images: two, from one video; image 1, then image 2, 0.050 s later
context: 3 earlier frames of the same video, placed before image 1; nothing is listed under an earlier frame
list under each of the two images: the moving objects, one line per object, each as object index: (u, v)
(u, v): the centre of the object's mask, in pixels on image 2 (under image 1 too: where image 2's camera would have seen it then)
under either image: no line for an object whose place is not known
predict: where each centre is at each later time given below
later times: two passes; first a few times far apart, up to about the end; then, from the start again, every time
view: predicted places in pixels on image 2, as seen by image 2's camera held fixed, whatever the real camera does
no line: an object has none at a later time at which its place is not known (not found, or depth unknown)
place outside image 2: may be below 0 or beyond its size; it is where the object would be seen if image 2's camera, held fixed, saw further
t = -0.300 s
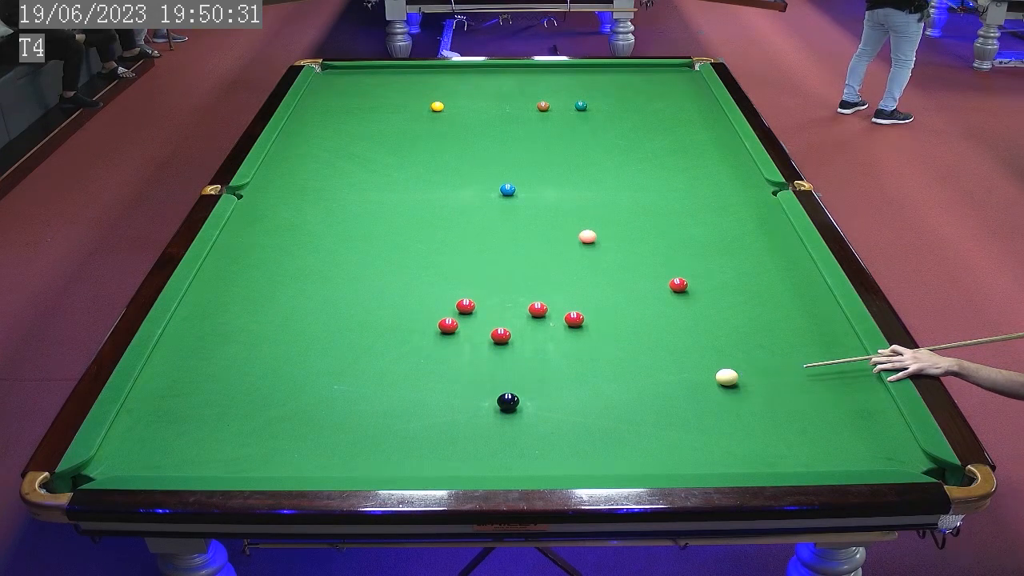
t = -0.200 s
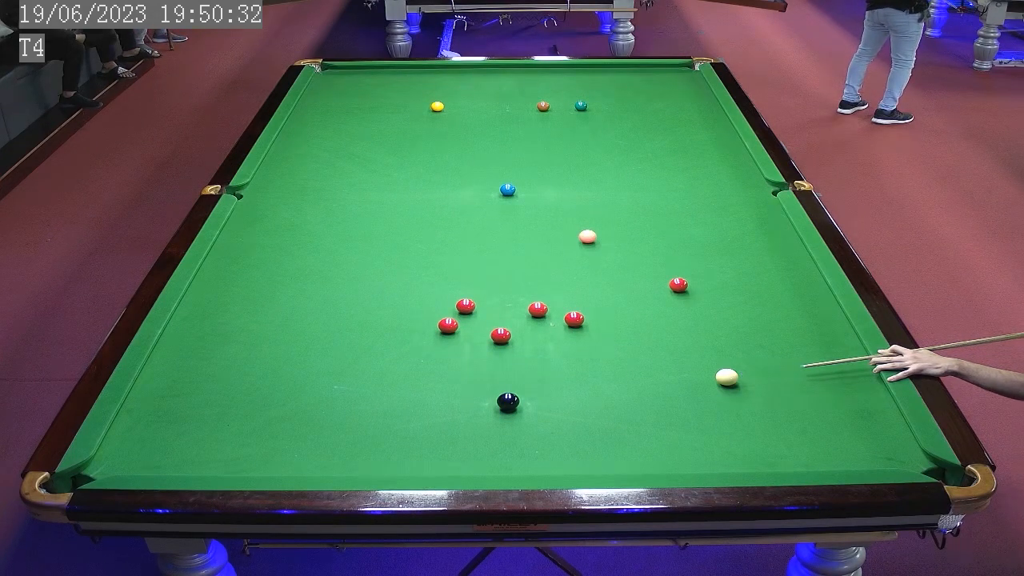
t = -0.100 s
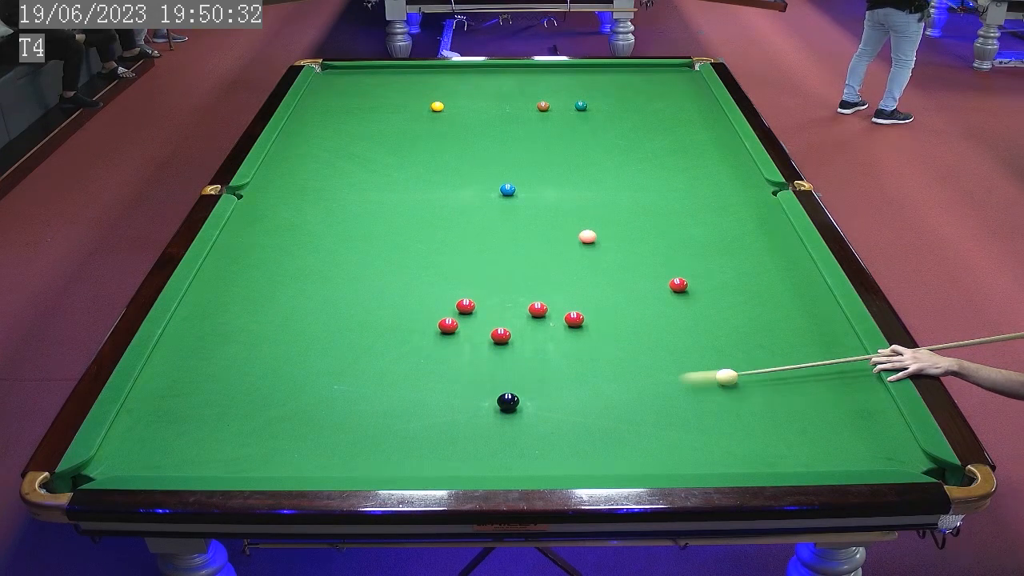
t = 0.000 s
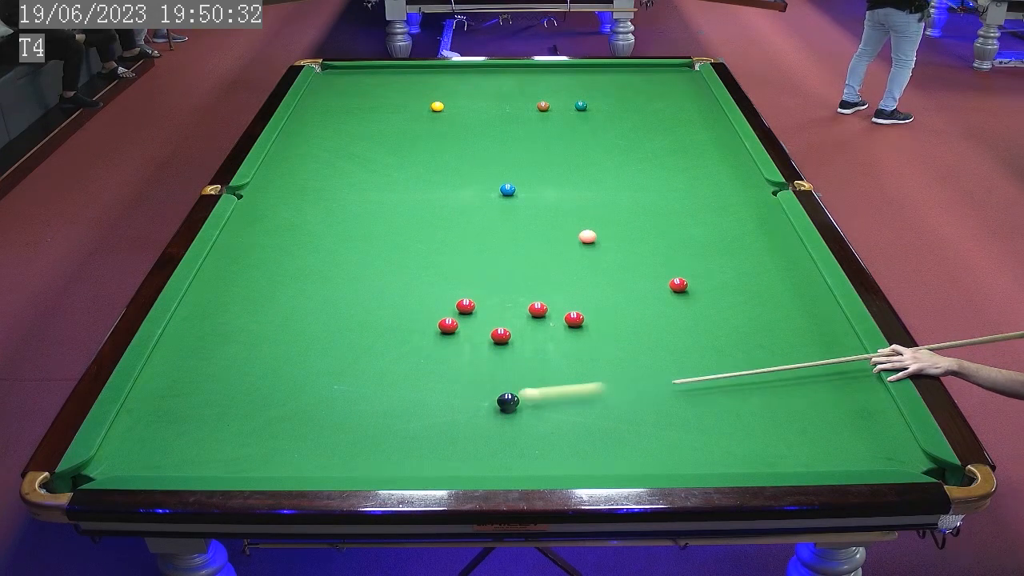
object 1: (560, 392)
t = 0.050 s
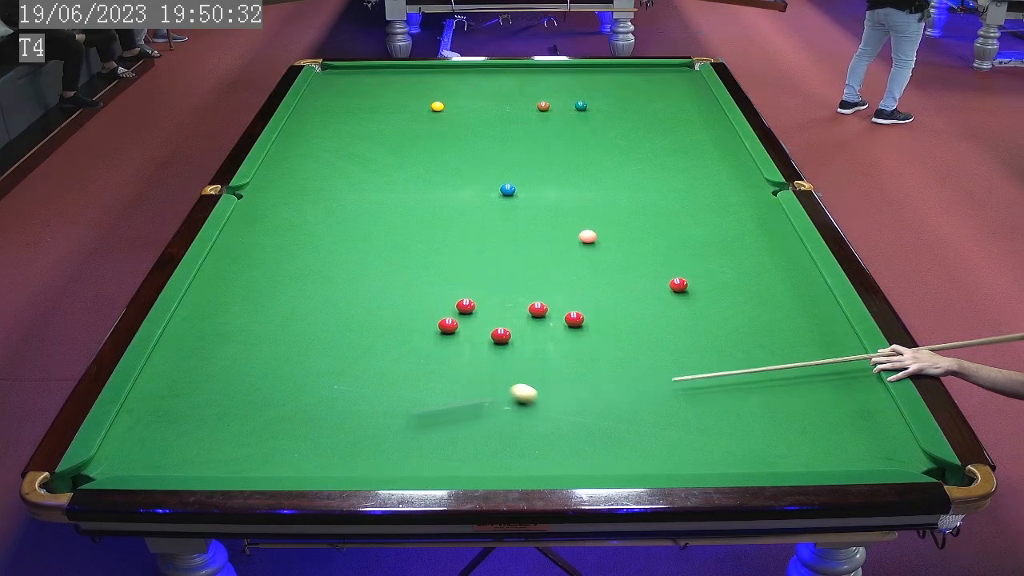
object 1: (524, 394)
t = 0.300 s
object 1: (465, 377)
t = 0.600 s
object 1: (394, 362)
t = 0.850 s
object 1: (339, 350)
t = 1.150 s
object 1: (278, 337)
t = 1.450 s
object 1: (223, 325)
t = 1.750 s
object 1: (189, 314)
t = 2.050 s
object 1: (227, 306)
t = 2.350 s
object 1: (262, 299)
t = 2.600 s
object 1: (288, 293)
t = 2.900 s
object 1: (317, 287)
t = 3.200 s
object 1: (342, 282)
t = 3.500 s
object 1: (365, 277)
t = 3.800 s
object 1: (385, 274)
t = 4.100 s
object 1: (402, 270)
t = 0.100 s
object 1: (514, 390)
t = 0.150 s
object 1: (503, 386)
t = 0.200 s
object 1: (491, 383)
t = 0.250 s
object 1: (478, 380)
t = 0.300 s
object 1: (465, 377)
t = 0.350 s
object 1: (453, 375)
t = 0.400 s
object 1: (441, 372)
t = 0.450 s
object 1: (429, 369)
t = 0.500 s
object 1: (417, 367)
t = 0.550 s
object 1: (405, 364)
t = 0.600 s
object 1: (394, 362)
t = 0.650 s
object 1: (382, 359)
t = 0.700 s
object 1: (371, 357)
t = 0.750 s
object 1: (360, 354)
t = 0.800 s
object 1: (349, 352)
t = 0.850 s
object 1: (339, 350)
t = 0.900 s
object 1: (328, 347)
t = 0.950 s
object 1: (318, 345)
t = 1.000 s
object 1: (307, 343)
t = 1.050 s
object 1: (297, 341)
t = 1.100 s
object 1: (288, 339)
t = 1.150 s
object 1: (278, 337)
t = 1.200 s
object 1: (268, 334)
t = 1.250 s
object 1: (259, 332)
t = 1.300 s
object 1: (250, 330)
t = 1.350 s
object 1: (241, 328)
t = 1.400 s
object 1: (232, 326)
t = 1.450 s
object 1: (223, 325)
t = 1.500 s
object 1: (214, 323)
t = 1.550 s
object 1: (206, 321)
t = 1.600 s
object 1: (197, 319)
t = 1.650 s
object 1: (189, 317)
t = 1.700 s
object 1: (183, 315)
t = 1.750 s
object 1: (189, 314)
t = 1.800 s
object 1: (195, 313)
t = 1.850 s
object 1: (202, 311)
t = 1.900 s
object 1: (209, 310)
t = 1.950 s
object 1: (215, 308)
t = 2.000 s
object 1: (221, 307)
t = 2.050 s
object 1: (227, 306)
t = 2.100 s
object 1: (233, 305)
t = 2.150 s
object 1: (239, 304)
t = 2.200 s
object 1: (245, 302)
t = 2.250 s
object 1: (251, 301)
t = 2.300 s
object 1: (256, 300)
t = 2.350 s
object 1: (262, 299)
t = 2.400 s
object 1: (267, 298)
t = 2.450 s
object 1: (272, 297)
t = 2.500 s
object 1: (278, 295)
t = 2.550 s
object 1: (283, 294)
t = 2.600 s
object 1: (288, 293)
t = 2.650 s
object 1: (293, 292)
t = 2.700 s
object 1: (298, 291)
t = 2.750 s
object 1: (303, 290)
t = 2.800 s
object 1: (307, 289)
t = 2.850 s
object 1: (312, 288)
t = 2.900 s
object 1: (317, 287)
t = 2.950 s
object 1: (321, 286)
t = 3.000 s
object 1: (325, 286)
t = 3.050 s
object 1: (330, 285)
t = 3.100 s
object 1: (334, 284)
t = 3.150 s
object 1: (338, 283)
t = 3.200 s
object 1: (342, 282)
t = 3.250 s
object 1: (346, 281)
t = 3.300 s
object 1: (350, 281)
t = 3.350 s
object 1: (354, 280)
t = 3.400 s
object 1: (357, 279)
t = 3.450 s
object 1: (361, 278)
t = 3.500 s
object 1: (365, 277)
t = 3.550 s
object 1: (368, 277)
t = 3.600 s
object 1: (372, 276)
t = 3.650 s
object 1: (375, 275)
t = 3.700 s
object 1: (379, 275)
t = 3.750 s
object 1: (382, 274)
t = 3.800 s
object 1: (385, 274)
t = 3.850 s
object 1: (388, 273)
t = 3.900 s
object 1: (391, 272)
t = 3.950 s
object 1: (394, 272)
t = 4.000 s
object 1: (397, 271)
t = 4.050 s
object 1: (400, 271)
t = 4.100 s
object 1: (402, 270)
